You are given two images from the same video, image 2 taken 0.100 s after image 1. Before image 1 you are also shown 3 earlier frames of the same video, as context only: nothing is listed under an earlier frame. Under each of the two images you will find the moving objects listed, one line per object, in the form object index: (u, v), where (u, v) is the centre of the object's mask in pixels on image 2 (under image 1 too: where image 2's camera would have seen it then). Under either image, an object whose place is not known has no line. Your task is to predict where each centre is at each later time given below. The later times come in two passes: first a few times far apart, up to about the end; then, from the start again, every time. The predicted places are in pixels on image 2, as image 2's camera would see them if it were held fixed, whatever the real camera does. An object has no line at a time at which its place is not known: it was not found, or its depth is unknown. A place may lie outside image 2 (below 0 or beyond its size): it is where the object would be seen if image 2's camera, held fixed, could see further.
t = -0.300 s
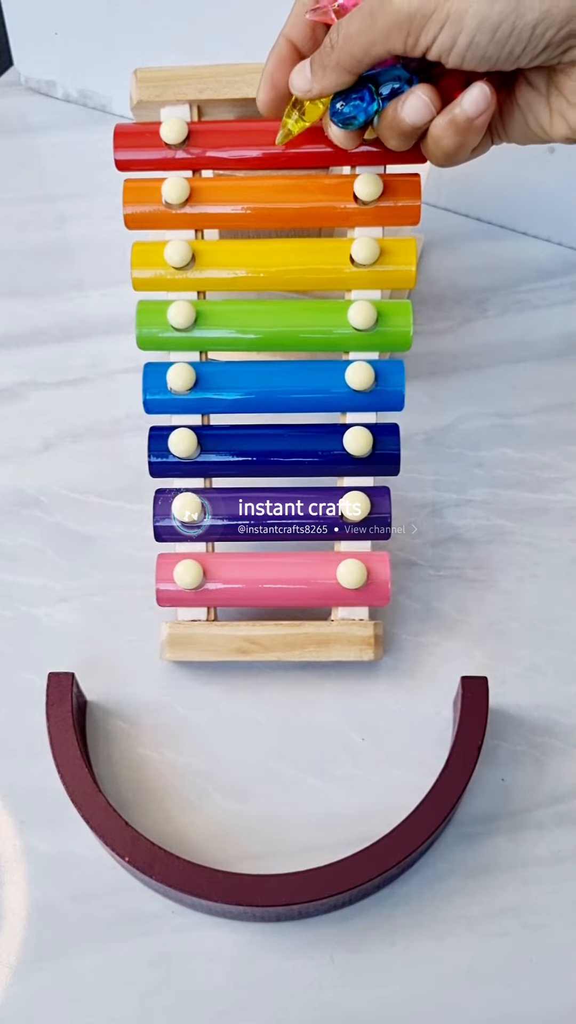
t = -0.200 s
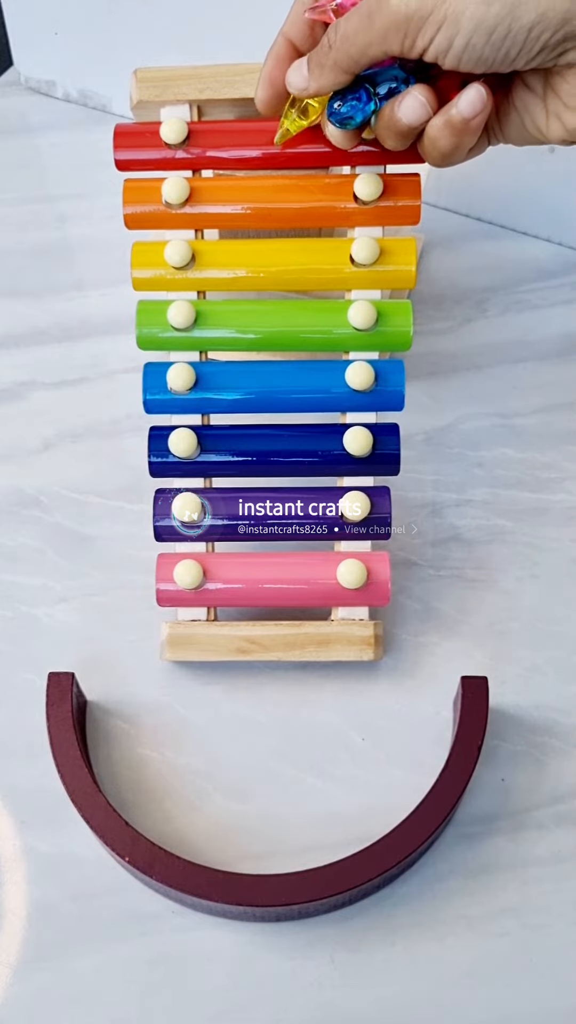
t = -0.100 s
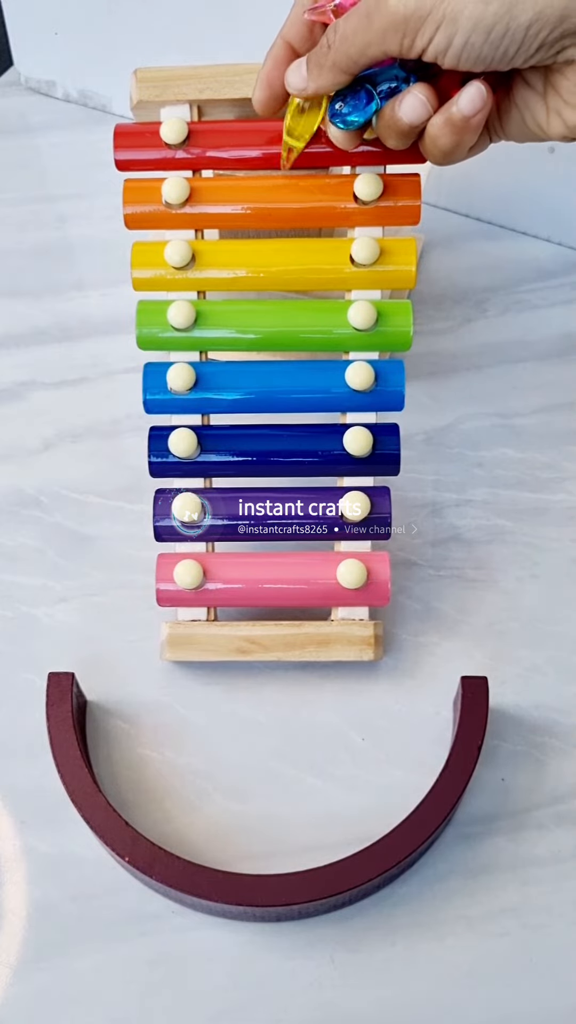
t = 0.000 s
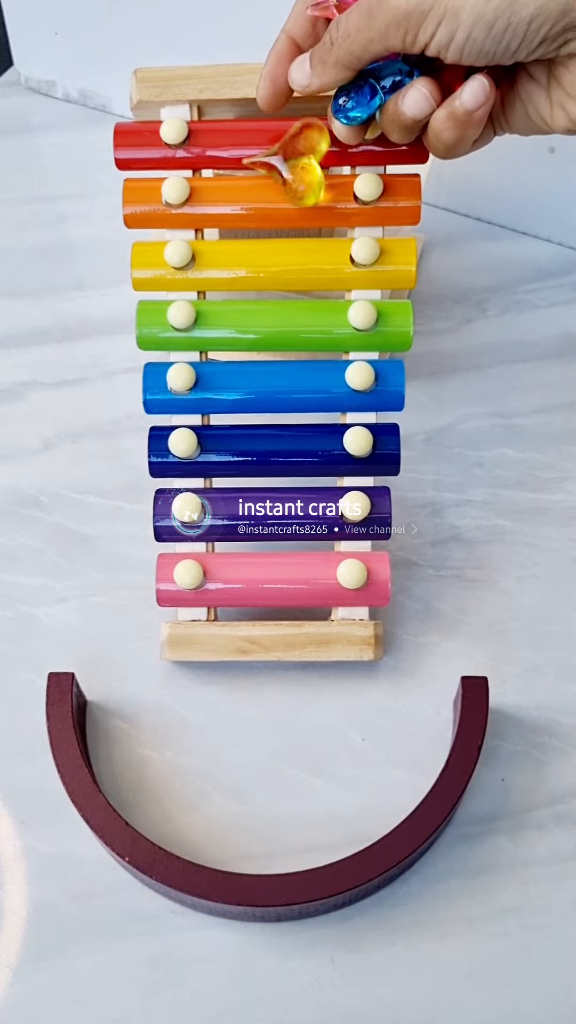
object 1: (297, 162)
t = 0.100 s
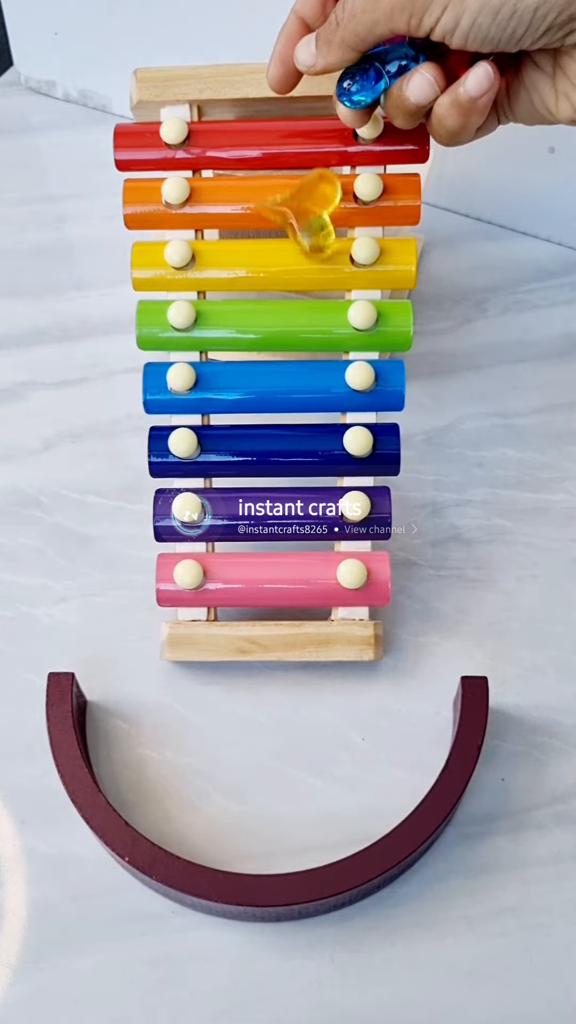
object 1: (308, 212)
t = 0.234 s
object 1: (310, 311)
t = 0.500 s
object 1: (282, 568)
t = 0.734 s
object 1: (253, 836)
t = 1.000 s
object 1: (259, 797)
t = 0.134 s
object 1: (309, 235)
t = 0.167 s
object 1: (310, 254)
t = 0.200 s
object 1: (312, 283)
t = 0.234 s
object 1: (310, 311)
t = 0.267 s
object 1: (310, 343)
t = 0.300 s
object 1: (310, 371)
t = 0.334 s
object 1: (305, 402)
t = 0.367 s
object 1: (300, 444)
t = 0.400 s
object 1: (297, 474)
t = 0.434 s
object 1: (292, 514)
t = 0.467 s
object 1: (285, 541)
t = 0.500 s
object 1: (282, 568)
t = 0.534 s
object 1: (280, 602)
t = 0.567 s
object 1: (277, 650)
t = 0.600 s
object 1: (274, 704)
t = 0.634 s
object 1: (269, 743)
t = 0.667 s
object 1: (262, 773)
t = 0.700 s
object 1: (257, 815)
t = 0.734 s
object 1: (253, 836)
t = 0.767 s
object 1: (254, 828)
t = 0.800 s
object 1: (257, 826)
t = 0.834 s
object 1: (258, 817)
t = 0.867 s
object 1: (258, 803)
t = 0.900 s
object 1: (259, 798)
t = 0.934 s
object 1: (261, 800)
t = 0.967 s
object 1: (261, 801)
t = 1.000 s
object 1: (259, 797)
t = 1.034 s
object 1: (258, 795)
